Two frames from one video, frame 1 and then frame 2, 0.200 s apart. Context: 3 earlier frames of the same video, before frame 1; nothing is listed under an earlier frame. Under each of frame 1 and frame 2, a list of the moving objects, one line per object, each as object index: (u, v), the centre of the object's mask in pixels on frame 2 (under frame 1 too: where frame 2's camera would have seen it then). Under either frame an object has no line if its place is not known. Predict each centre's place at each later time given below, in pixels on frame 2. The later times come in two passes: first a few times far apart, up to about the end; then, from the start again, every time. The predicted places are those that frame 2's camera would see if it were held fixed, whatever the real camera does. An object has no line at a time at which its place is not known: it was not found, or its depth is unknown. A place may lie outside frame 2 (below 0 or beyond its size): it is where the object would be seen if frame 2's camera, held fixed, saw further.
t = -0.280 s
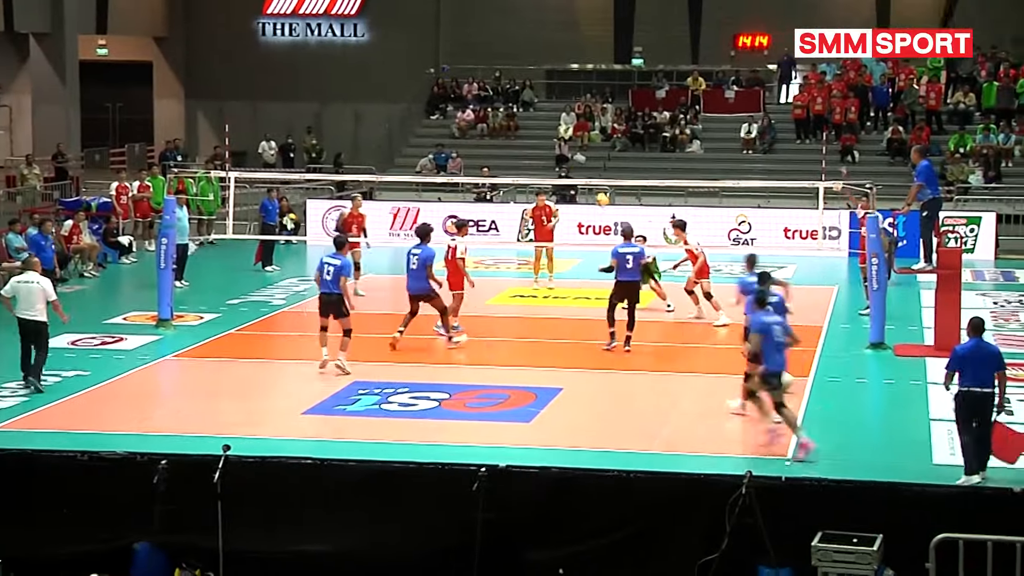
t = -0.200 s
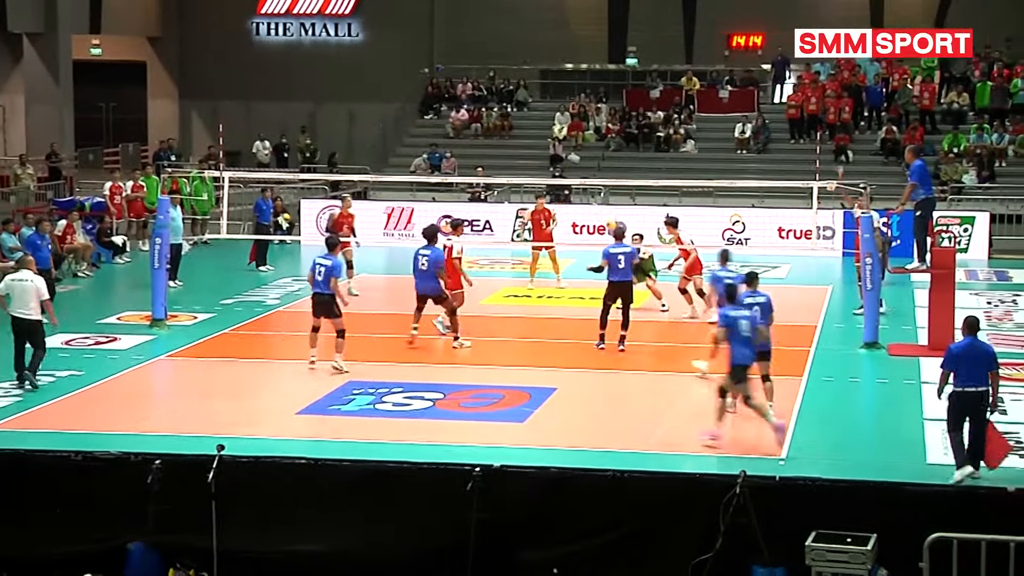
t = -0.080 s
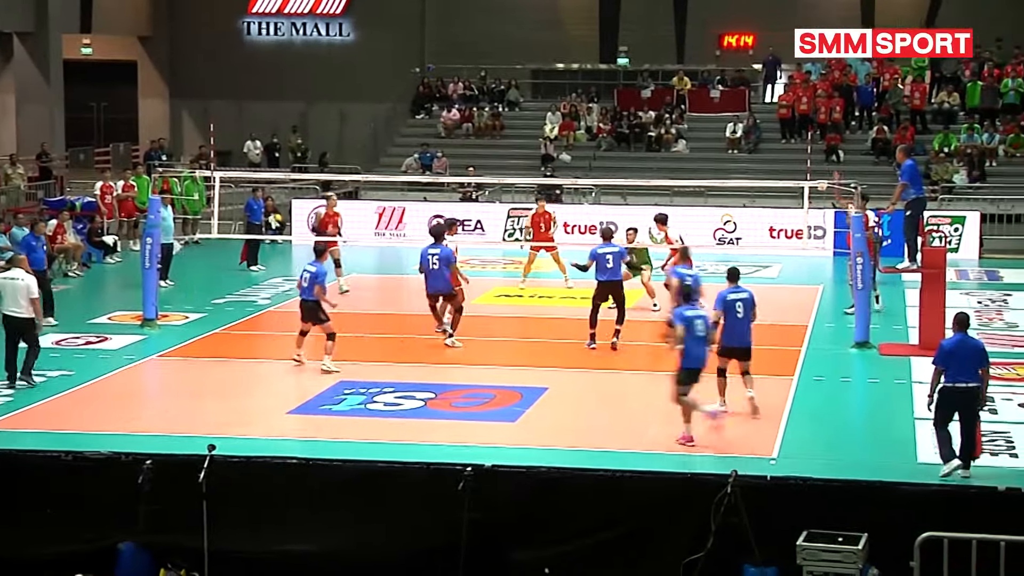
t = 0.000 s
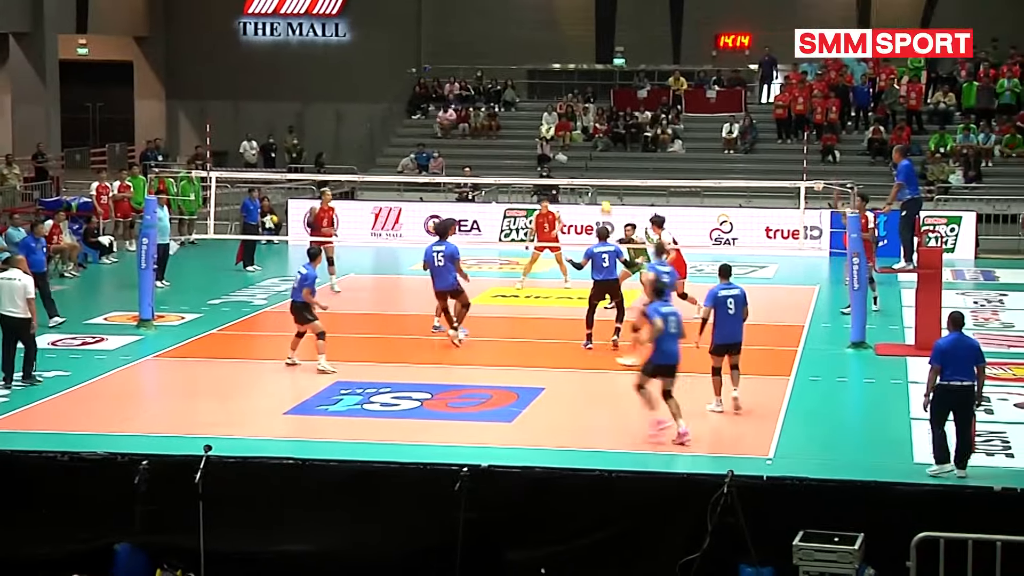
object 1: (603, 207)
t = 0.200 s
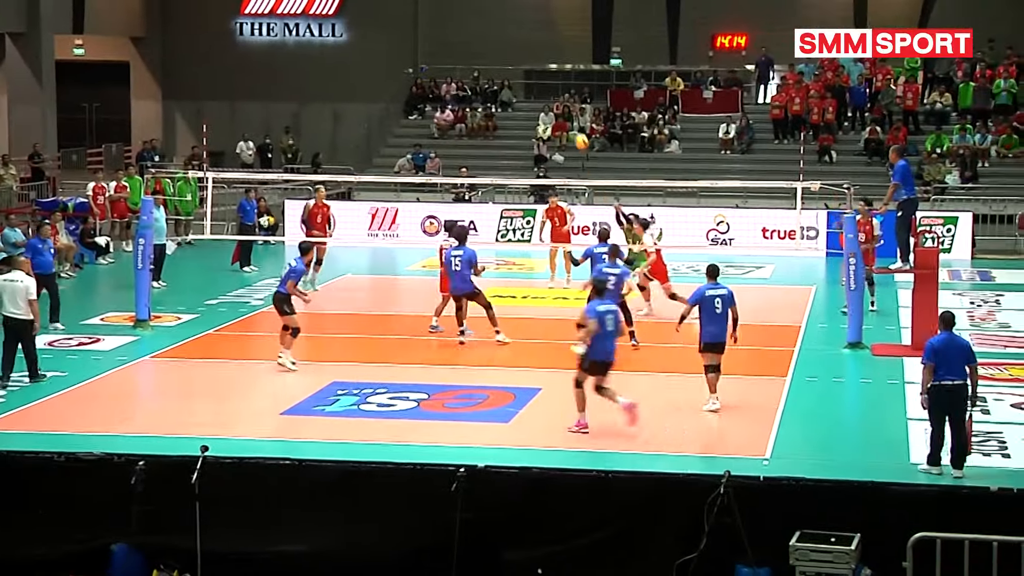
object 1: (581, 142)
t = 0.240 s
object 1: (576, 130)
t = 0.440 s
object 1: (556, 89)
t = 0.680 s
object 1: (531, 72)
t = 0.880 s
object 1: (509, 83)
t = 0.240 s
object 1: (576, 130)
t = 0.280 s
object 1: (572, 121)
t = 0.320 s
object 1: (568, 111)
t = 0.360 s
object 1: (564, 102)
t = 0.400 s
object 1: (560, 96)
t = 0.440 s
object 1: (556, 89)
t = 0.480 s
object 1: (552, 84)
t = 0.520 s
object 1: (547, 80)
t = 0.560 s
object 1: (543, 76)
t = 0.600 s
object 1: (539, 74)
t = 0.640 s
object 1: (535, 72)
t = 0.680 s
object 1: (531, 72)
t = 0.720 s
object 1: (526, 72)
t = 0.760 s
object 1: (522, 73)
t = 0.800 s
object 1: (518, 75)
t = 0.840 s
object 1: (514, 79)
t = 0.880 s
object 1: (509, 83)
